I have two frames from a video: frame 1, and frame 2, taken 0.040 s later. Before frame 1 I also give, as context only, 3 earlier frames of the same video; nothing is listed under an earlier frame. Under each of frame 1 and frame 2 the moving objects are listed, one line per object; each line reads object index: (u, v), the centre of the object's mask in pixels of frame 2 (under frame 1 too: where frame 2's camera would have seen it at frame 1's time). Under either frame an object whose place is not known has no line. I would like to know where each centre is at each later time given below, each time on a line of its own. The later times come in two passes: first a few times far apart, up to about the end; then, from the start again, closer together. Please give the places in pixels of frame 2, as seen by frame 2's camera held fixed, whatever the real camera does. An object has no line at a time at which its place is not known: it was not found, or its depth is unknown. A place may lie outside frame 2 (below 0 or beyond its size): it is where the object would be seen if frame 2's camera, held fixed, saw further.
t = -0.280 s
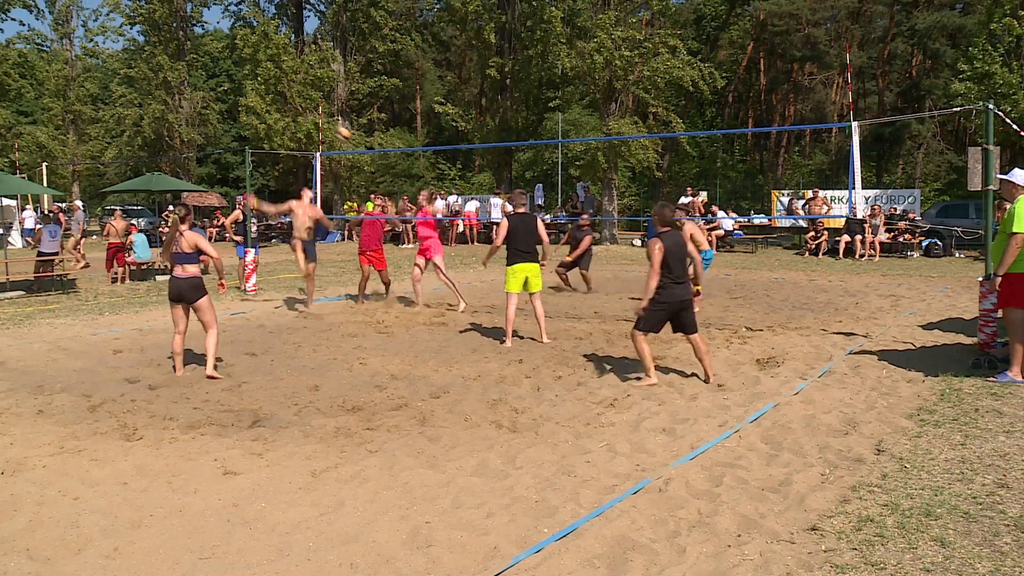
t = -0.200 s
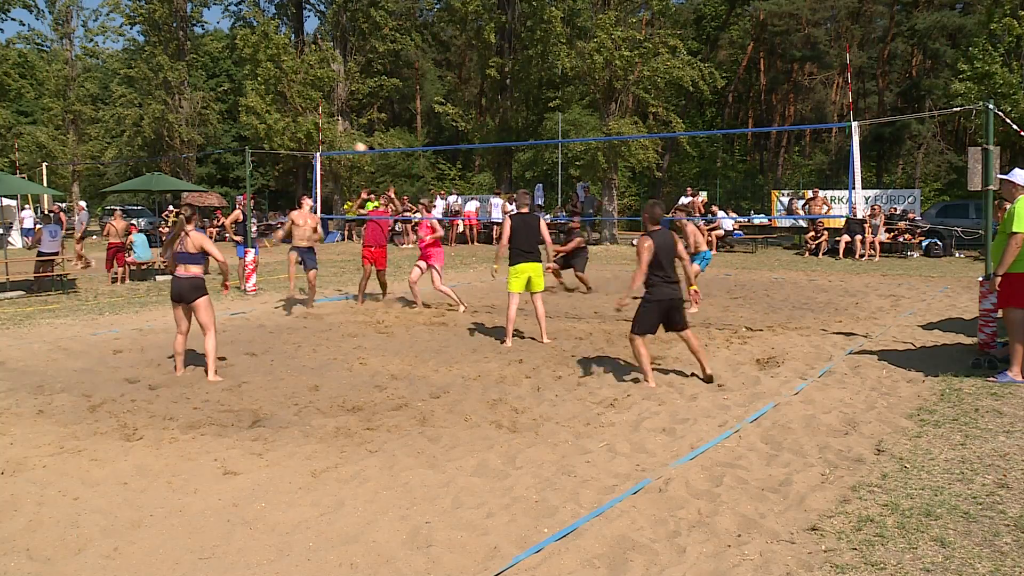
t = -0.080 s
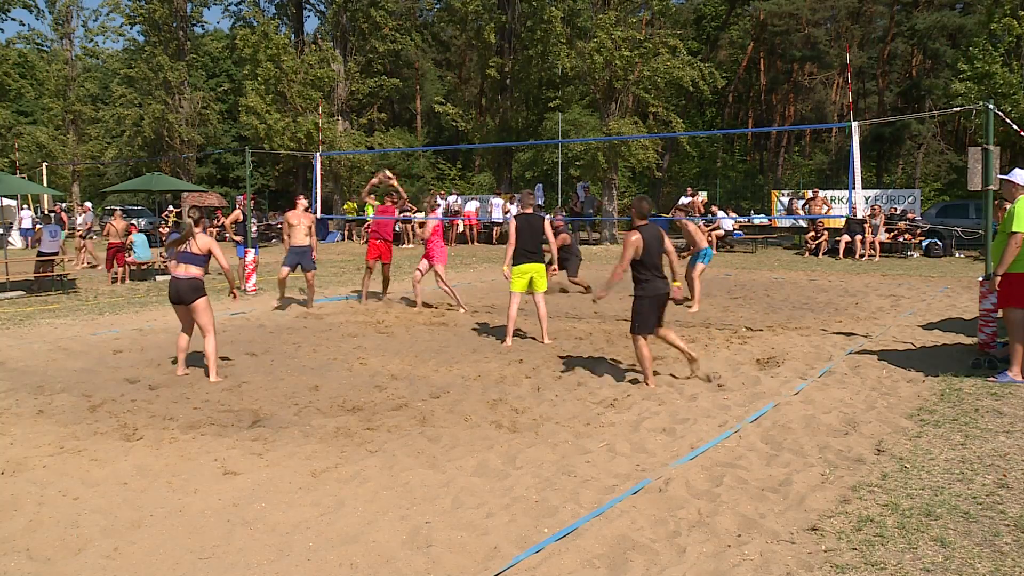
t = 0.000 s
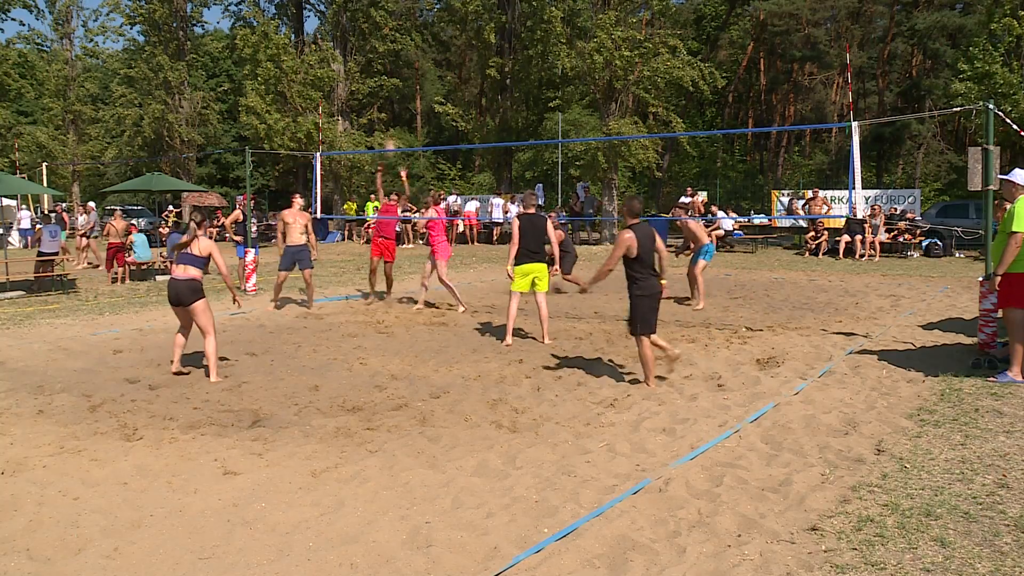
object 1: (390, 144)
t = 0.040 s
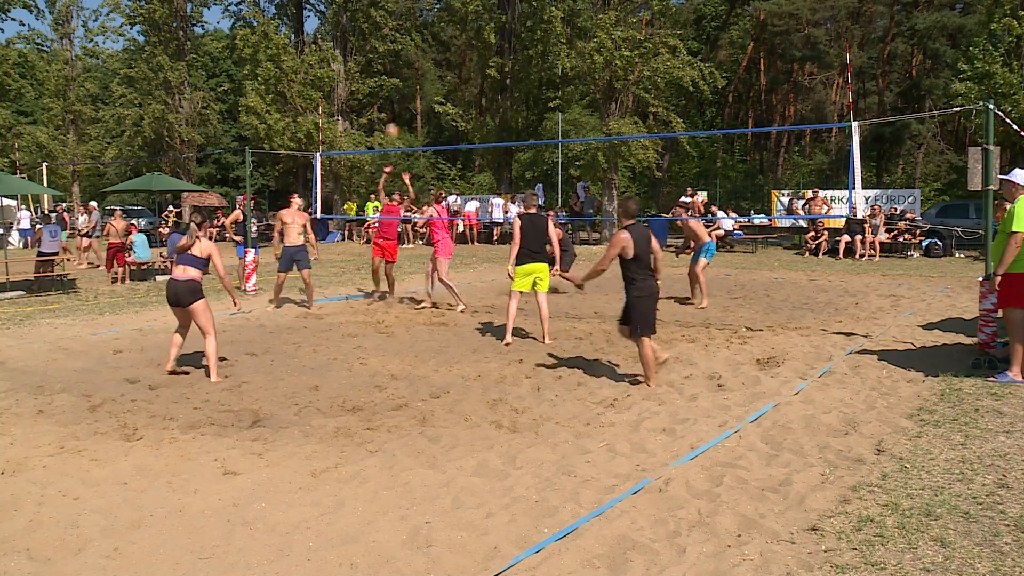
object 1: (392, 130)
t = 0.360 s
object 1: (405, 28)
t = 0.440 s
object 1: (409, 12)
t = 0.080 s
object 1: (393, 115)
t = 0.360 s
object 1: (405, 28)
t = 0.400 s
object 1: (407, 20)
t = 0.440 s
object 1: (409, 12)
